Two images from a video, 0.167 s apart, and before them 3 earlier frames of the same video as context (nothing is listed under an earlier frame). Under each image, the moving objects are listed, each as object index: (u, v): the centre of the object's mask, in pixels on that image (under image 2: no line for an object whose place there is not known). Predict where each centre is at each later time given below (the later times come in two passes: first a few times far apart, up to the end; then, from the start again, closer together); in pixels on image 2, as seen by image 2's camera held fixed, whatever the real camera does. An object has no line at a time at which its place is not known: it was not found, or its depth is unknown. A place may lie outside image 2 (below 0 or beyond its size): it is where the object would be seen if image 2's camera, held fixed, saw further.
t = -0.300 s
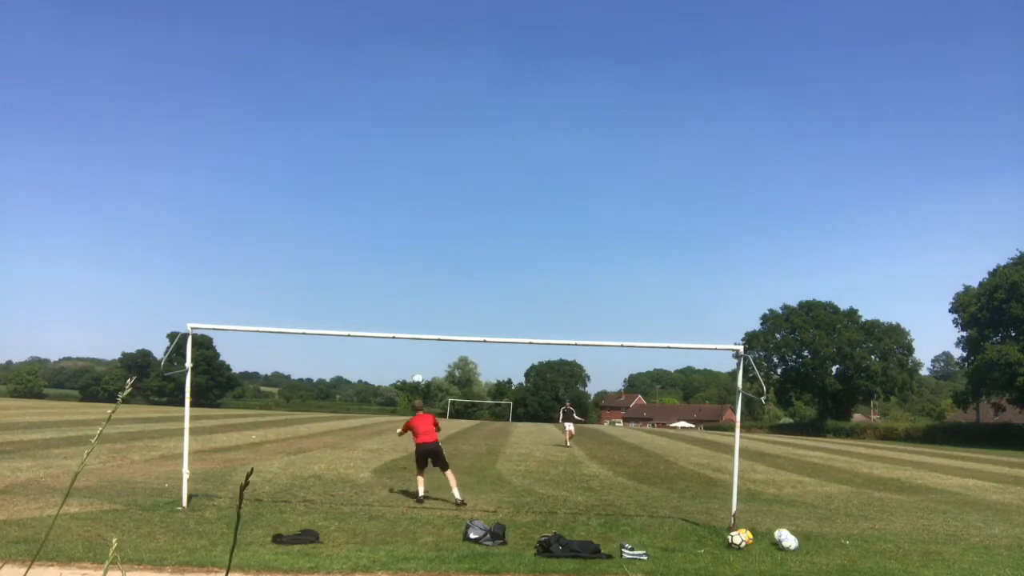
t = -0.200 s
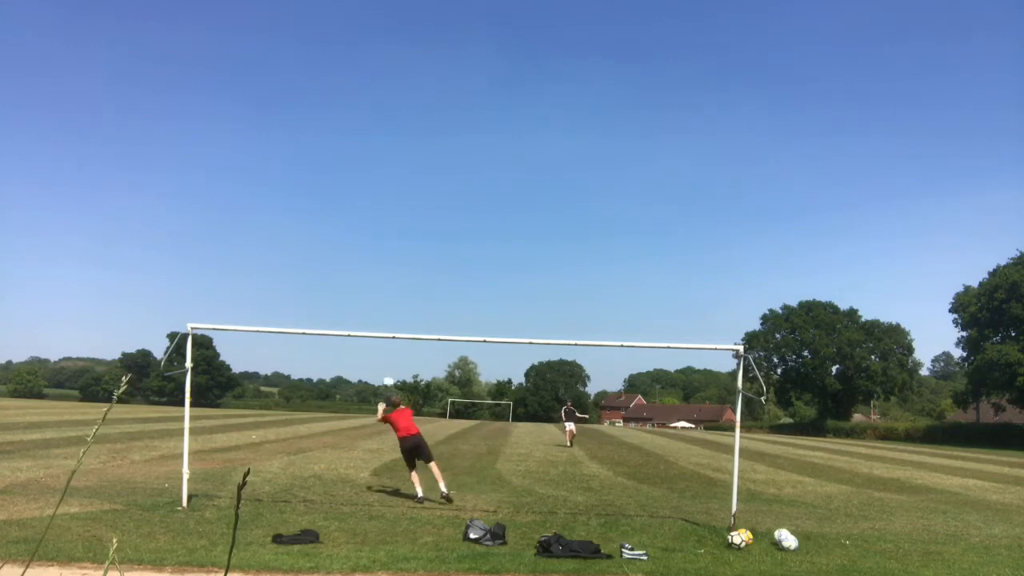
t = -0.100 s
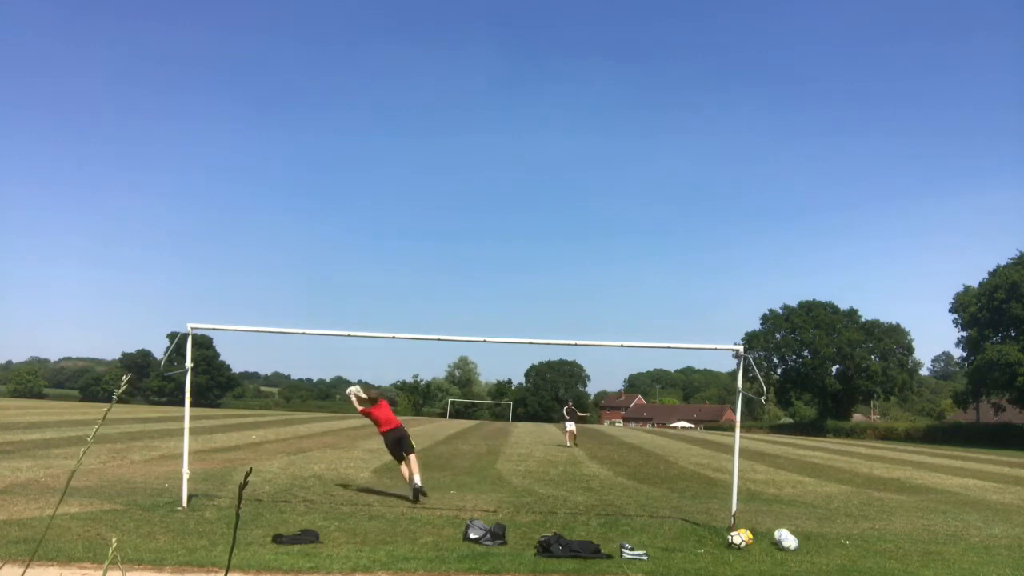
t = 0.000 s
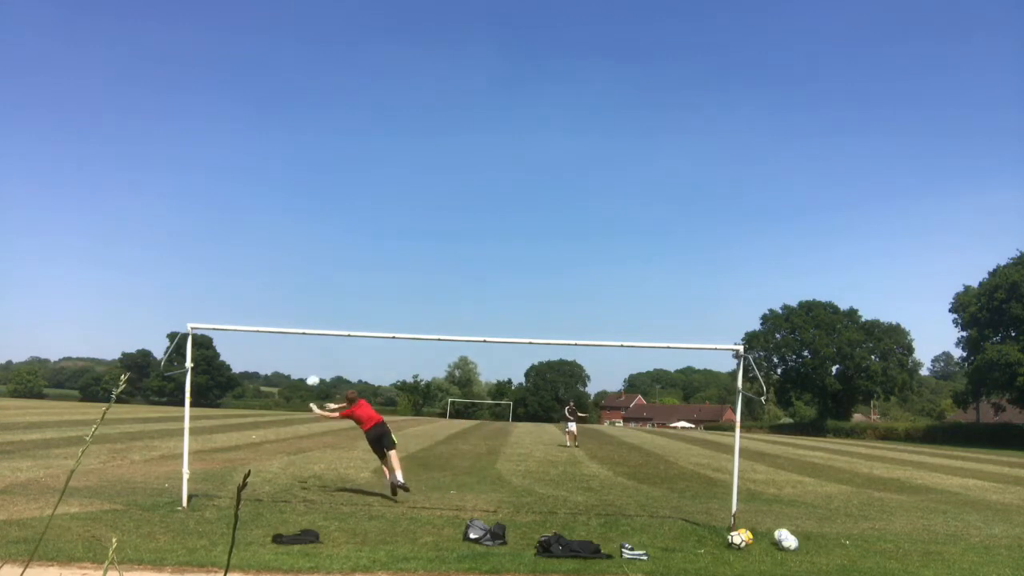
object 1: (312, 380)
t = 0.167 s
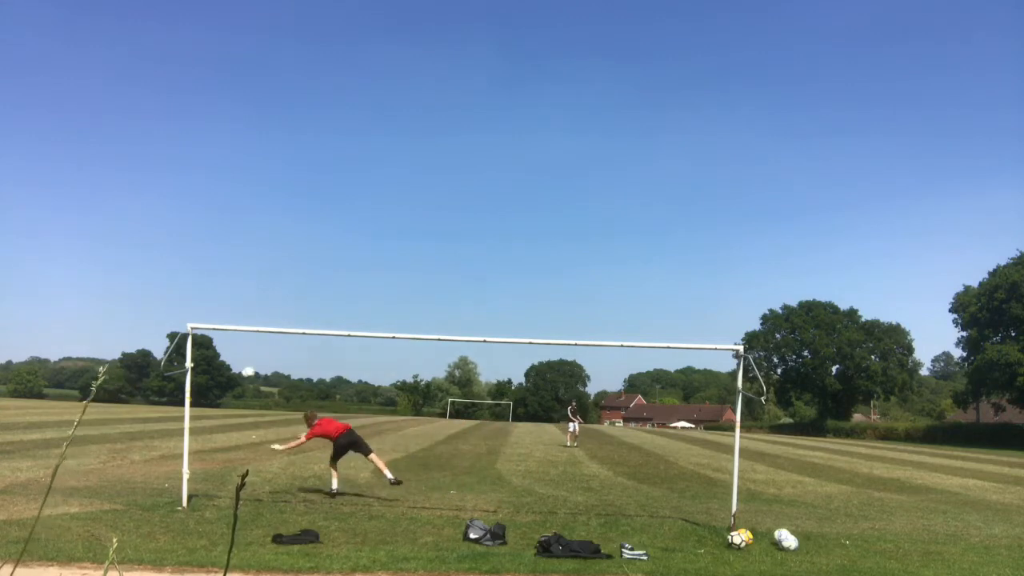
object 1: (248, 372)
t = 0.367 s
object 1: (174, 382)
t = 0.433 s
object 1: (151, 390)
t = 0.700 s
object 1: (58, 441)
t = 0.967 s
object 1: (16, 427)
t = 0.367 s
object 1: (174, 382)
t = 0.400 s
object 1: (162, 386)
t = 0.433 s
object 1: (151, 390)
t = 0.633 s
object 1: (81, 425)
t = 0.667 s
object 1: (70, 433)
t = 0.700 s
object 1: (58, 441)
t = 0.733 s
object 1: (47, 450)
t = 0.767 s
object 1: (36, 460)
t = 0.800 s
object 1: (28, 463)
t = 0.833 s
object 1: (26, 454)
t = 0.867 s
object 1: (23, 446)
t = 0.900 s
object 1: (21, 439)
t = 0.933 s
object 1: (19, 433)
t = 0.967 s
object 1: (16, 427)
